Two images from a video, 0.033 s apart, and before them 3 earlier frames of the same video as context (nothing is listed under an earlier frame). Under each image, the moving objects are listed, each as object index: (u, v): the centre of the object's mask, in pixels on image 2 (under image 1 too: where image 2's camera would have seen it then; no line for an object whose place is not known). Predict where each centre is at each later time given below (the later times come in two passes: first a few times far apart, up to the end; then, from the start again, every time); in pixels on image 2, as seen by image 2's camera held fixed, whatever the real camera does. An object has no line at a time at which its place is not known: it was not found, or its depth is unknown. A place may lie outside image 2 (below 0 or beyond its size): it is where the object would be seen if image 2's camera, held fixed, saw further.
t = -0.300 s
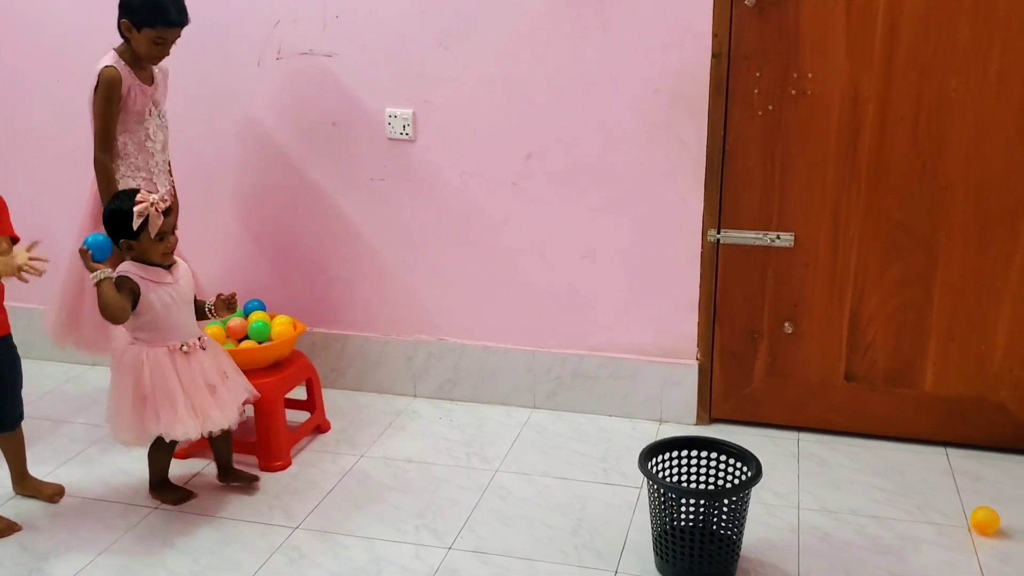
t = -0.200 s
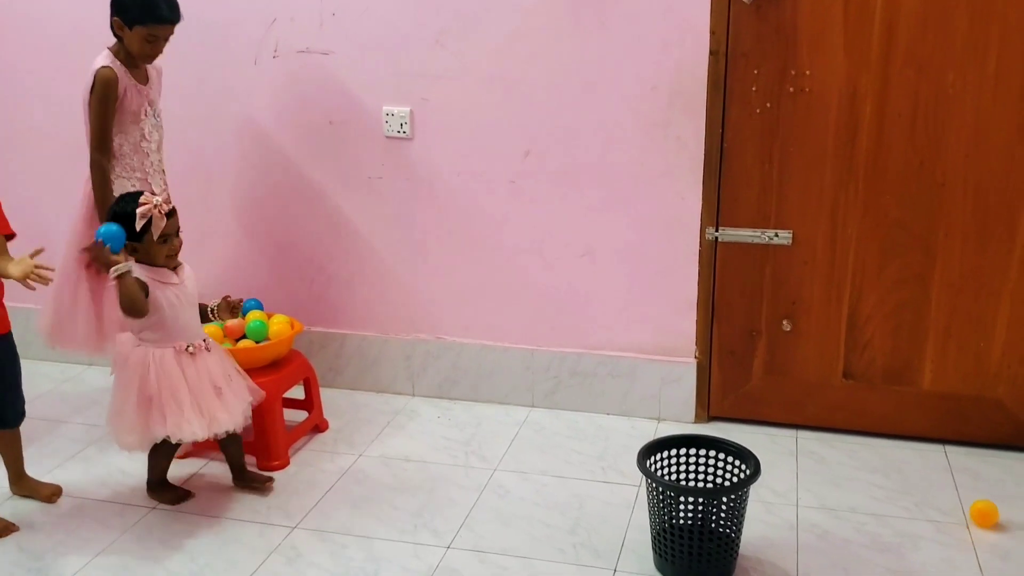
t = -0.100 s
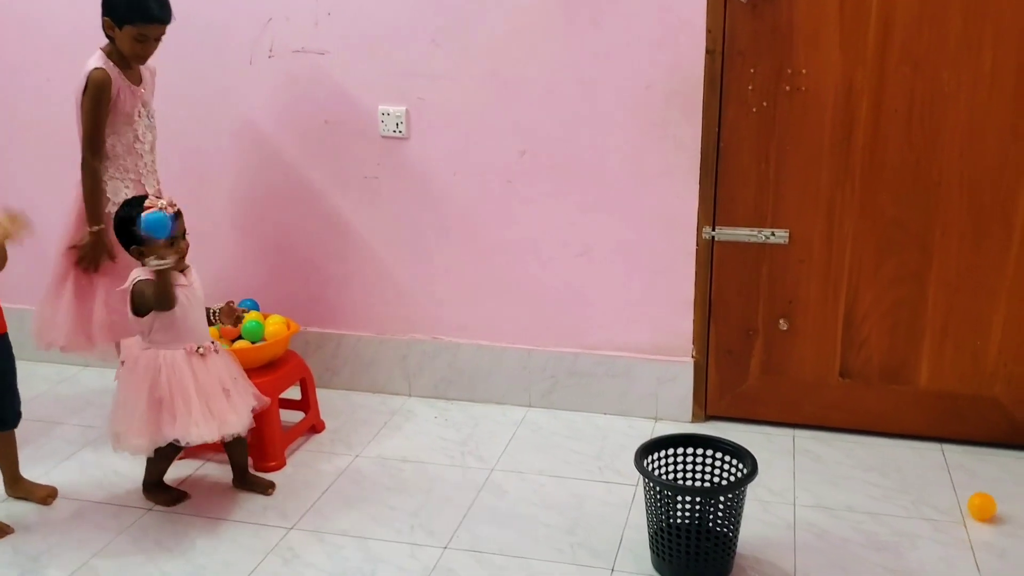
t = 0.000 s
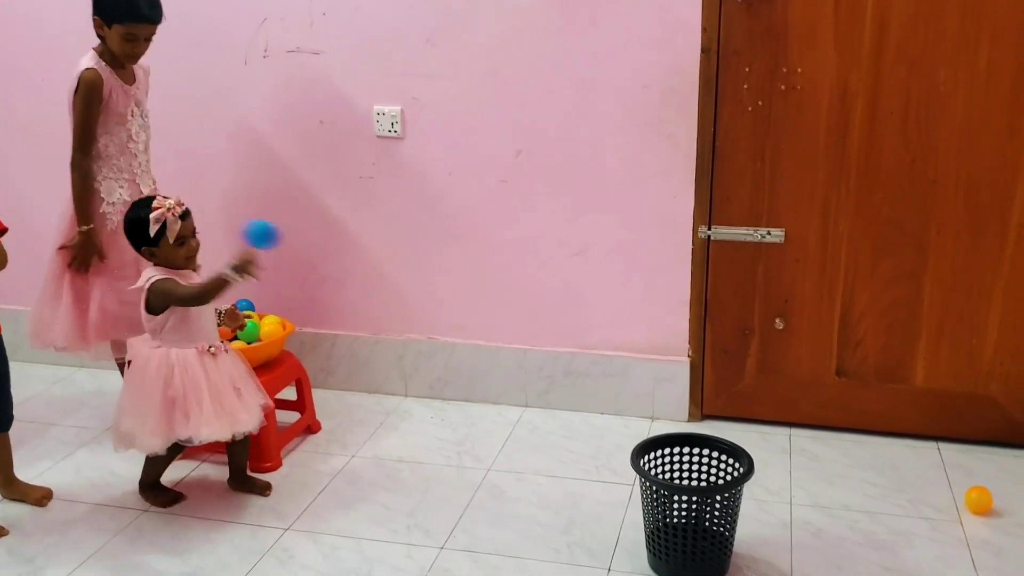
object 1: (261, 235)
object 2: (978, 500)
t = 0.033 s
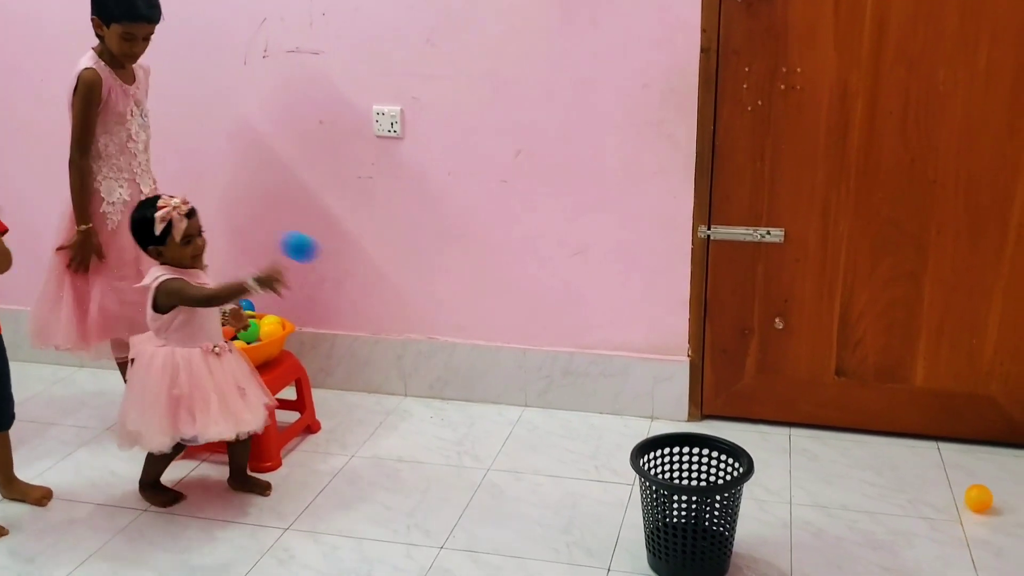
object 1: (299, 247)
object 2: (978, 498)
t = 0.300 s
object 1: (575, 482)
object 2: (978, 489)
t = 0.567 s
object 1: (688, 409)
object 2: (974, 483)
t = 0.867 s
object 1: (773, 462)
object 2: (956, 477)
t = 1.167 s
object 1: (823, 477)
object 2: (929, 469)
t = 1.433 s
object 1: (863, 469)
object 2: (911, 465)
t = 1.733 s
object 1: (904, 461)
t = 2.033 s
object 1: (931, 468)
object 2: (902, 454)
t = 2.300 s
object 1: (966, 474)
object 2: (899, 445)
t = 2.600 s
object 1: (1005, 478)
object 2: (894, 442)
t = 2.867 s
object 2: (894, 446)
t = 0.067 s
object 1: (336, 264)
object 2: (979, 496)
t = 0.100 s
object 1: (374, 285)
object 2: (979, 495)
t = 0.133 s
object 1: (410, 310)
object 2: (979, 494)
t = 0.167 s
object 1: (445, 339)
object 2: (979, 493)
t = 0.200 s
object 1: (479, 370)
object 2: (979, 492)
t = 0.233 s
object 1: (512, 403)
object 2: (979, 491)
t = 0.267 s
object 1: (544, 441)
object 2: (979, 490)
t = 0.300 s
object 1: (575, 482)
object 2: (978, 489)
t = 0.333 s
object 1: (601, 514)
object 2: (978, 488)
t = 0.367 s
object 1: (614, 488)
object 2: (977, 488)
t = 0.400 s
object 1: (623, 467)
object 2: (977, 487)
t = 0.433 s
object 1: (633, 442)
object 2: (976, 486)
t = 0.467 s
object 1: (650, 429)
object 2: (975, 485)
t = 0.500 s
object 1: (664, 419)
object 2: (975, 485)
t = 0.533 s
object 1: (677, 412)
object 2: (974, 484)
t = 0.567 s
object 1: (688, 409)
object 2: (974, 483)
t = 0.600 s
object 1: (699, 410)
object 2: (972, 483)
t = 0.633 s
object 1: (709, 415)
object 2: (971, 482)
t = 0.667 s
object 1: (718, 423)
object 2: (969, 481)
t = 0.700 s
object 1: (729, 432)
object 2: (967, 481)
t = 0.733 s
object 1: (742, 443)
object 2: (966, 480)
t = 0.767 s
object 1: (757, 472)
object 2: (963, 479)
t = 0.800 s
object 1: (759, 494)
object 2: (961, 478)
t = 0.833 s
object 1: (766, 479)
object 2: (959, 478)
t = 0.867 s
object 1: (773, 462)
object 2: (956, 477)
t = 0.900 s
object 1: (780, 449)
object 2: (954, 476)
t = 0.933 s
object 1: (786, 440)
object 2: (951, 475)
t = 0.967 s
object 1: (792, 435)
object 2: (947, 474)
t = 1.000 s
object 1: (797, 433)
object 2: (944, 473)
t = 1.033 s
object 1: (802, 434)
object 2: (941, 472)
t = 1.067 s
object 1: (808, 439)
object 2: (938, 472)
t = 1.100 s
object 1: (813, 447)
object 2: (934, 471)
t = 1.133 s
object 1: (818, 461)
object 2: (932, 470)
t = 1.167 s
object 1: (823, 477)
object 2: (929, 469)
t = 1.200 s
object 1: (827, 488)
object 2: (926, 469)
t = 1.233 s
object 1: (833, 474)
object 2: (923, 468)
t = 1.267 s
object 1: (840, 464)
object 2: (921, 467)
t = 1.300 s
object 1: (845, 458)
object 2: (918, 466)
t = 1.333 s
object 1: (850, 455)
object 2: (916, 466)
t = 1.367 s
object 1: (855, 456)
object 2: (914, 466)
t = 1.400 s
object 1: (859, 461)
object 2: (912, 465)
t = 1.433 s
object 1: (863, 469)
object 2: (911, 465)
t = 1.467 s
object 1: (866, 483)
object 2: (909, 464)
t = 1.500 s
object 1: (871, 475)
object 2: (908, 464)
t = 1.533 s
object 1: (876, 466)
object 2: (907, 464)
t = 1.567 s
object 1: (881, 462)
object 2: (906, 463)
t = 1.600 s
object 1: (886, 461)
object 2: (907, 463)
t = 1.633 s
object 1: (891, 464)
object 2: (908, 462)
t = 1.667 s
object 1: (896, 472)
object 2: (906, 458)
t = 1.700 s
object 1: (900, 467)
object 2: (907, 455)
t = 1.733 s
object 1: (904, 461)
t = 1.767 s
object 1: (907, 459)
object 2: (895, 464)
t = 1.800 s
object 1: (911, 460)
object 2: (896, 460)
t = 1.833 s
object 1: (914, 466)
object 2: (899, 457)
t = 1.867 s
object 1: (917, 470)
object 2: (901, 457)
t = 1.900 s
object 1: (919, 465)
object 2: (900, 457)
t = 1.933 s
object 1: (922, 464)
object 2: (901, 456)
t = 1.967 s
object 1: (925, 469)
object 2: (902, 456)
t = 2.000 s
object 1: (928, 469)
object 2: (902, 455)
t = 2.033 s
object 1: (931, 468)
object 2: (902, 454)
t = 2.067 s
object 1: (935, 470)
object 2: (902, 453)
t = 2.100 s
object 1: (939, 471)
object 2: (902, 451)
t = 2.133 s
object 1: (943, 471)
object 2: (901, 450)
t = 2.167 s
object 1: (947, 472)
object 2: (901, 450)
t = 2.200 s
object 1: (952, 472)
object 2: (900, 448)
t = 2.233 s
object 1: (957, 472)
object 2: (900, 447)
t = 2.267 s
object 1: (961, 473)
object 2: (899, 446)
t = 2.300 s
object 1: (966, 474)
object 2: (899, 445)
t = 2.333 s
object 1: (970, 474)
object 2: (898, 445)
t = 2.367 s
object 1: (975, 475)
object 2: (898, 444)
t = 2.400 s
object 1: (980, 475)
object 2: (897, 443)
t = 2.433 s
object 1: (984, 476)
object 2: (897, 443)
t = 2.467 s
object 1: (989, 477)
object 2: (896, 442)
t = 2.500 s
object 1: (994, 477)
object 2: (896, 442)
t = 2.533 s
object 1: (998, 478)
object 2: (896, 442)
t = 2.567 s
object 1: (1001, 478)
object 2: (895, 442)
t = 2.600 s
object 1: (1005, 478)
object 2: (894, 442)
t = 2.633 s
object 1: (1007, 478)
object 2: (894, 442)
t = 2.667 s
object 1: (1009, 479)
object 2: (894, 443)
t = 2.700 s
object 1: (1011, 479)
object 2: (893, 443)
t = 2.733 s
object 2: (893, 444)
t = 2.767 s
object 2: (893, 444)
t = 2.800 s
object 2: (893, 445)
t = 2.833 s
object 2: (894, 446)
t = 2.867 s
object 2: (894, 446)
